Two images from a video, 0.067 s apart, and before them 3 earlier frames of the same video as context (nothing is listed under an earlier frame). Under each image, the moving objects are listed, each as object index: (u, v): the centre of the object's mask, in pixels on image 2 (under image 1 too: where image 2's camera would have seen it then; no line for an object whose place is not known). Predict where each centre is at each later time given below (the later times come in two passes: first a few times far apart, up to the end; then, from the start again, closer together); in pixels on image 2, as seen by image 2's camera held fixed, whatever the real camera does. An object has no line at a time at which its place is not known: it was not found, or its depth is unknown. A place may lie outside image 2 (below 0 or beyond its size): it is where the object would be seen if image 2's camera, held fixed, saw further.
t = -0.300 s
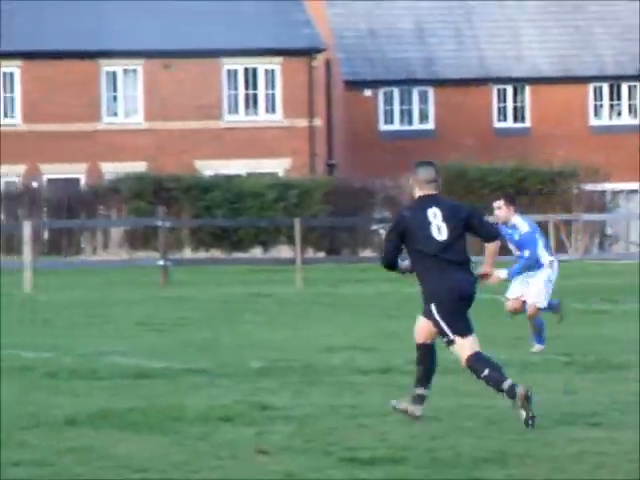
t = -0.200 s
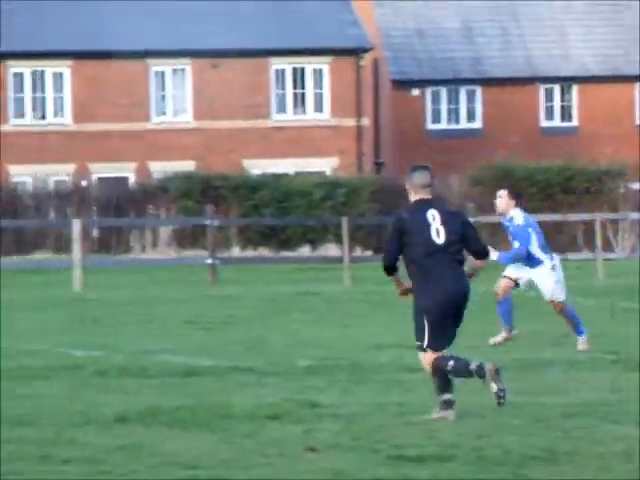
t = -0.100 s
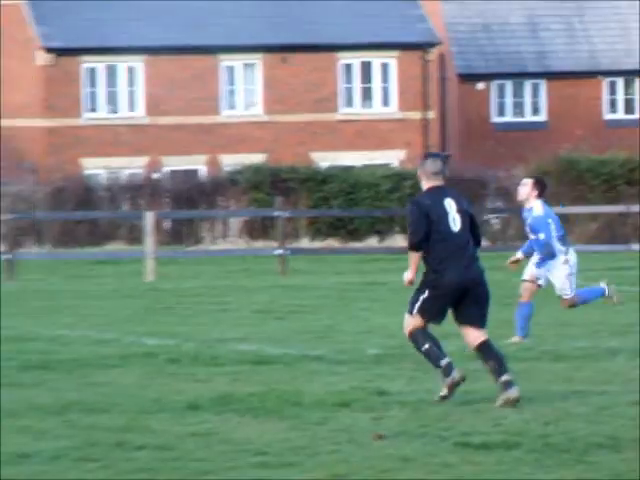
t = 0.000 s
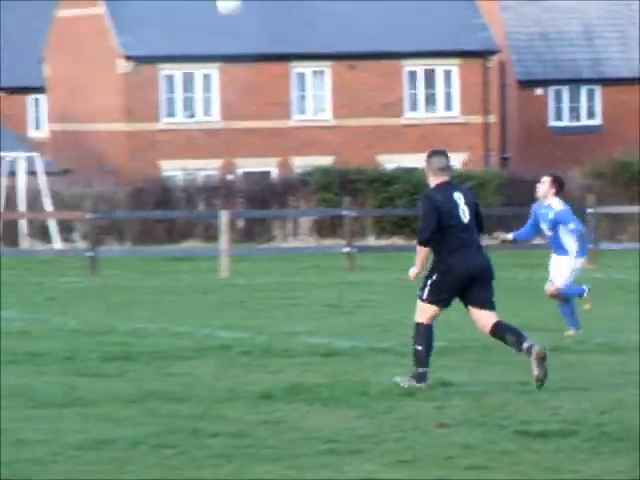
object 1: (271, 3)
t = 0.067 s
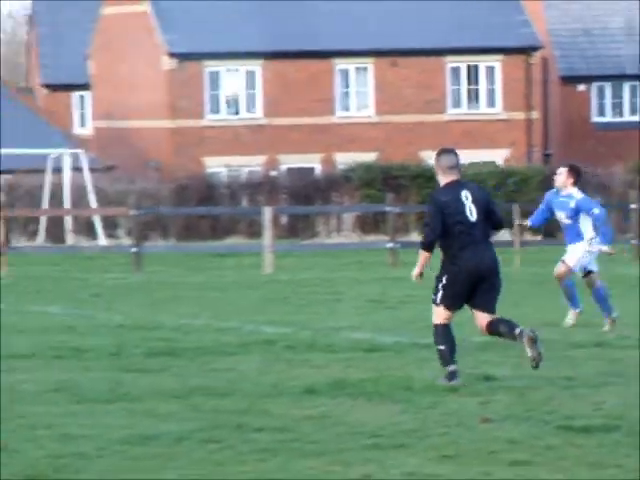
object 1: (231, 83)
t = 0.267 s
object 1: (115, 320)
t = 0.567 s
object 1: (44, 228)
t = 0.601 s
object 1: (35, 225)
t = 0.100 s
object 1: (211, 131)
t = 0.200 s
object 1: (147, 277)
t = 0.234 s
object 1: (124, 327)
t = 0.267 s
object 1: (115, 320)
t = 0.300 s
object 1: (107, 304)
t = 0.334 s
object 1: (98, 290)
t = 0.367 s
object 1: (90, 278)
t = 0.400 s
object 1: (83, 266)
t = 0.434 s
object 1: (76, 255)
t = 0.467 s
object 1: (68, 247)
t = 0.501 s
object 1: (59, 239)
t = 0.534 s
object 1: (51, 234)
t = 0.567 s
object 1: (44, 228)
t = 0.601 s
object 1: (35, 225)
